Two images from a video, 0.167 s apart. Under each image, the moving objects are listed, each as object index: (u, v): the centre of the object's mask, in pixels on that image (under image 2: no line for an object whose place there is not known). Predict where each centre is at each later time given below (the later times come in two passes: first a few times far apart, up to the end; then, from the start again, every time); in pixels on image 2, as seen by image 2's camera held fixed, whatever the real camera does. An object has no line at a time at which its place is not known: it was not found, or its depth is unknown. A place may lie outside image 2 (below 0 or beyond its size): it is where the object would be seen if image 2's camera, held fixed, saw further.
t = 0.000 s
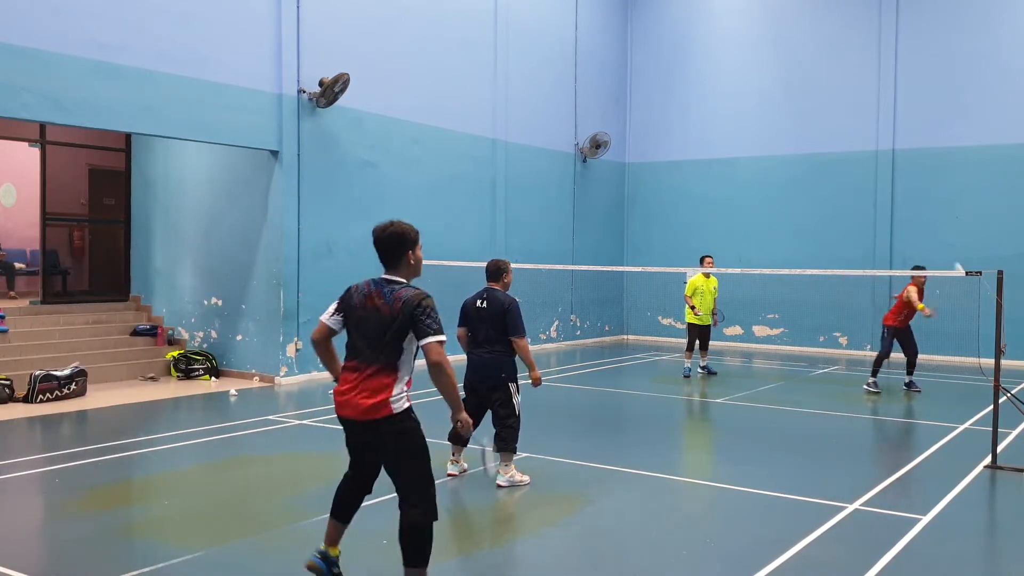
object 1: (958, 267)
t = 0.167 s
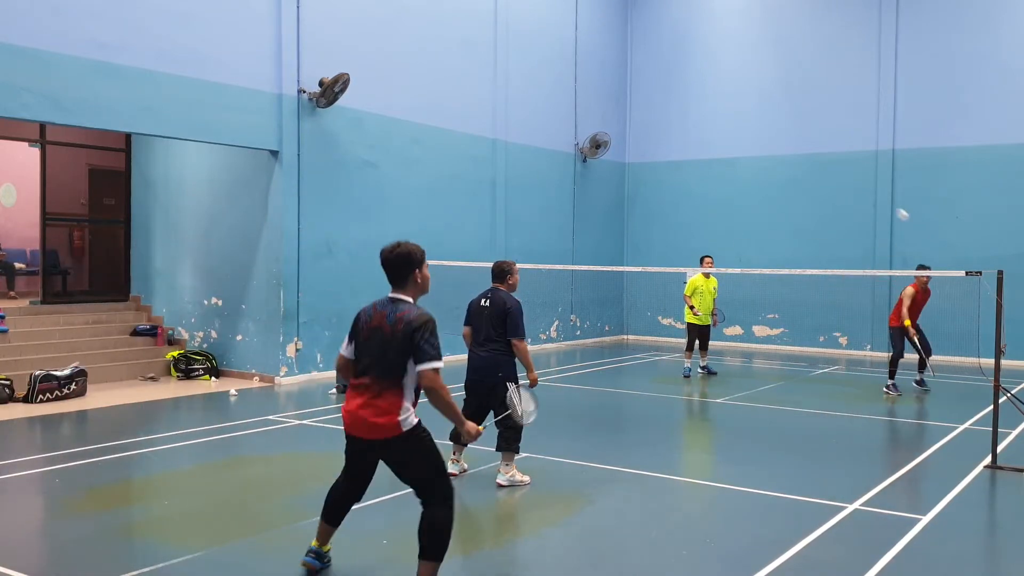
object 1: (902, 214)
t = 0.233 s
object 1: (881, 200)
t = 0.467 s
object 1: (808, 204)
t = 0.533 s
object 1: (785, 222)
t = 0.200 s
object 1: (892, 207)
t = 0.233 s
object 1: (881, 200)
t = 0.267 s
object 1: (871, 196)
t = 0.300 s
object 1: (861, 193)
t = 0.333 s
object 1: (851, 192)
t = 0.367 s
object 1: (840, 193)
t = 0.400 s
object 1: (829, 194)
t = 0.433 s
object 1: (819, 198)
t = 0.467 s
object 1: (808, 204)
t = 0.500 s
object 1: (796, 212)
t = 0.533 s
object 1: (785, 222)
